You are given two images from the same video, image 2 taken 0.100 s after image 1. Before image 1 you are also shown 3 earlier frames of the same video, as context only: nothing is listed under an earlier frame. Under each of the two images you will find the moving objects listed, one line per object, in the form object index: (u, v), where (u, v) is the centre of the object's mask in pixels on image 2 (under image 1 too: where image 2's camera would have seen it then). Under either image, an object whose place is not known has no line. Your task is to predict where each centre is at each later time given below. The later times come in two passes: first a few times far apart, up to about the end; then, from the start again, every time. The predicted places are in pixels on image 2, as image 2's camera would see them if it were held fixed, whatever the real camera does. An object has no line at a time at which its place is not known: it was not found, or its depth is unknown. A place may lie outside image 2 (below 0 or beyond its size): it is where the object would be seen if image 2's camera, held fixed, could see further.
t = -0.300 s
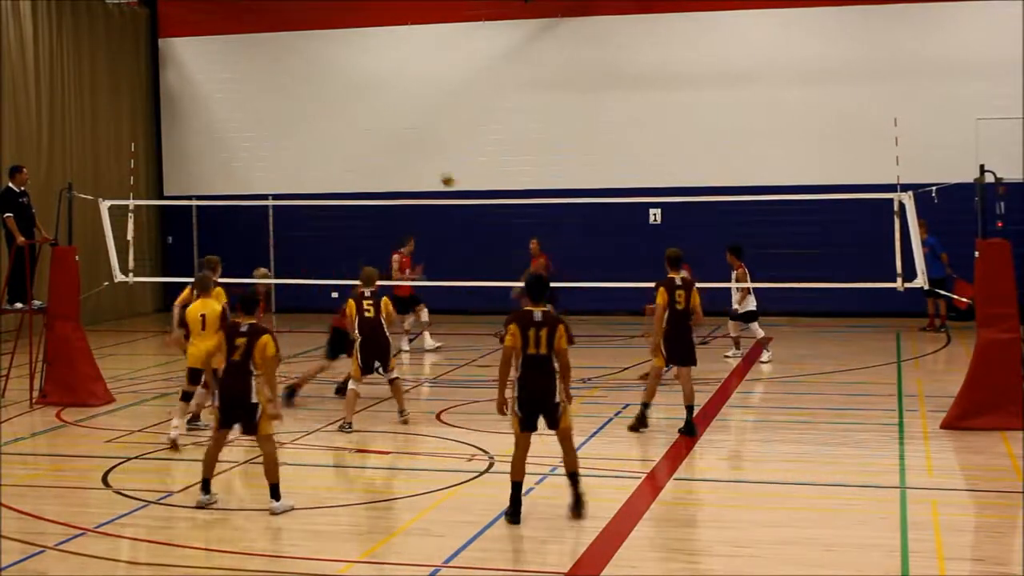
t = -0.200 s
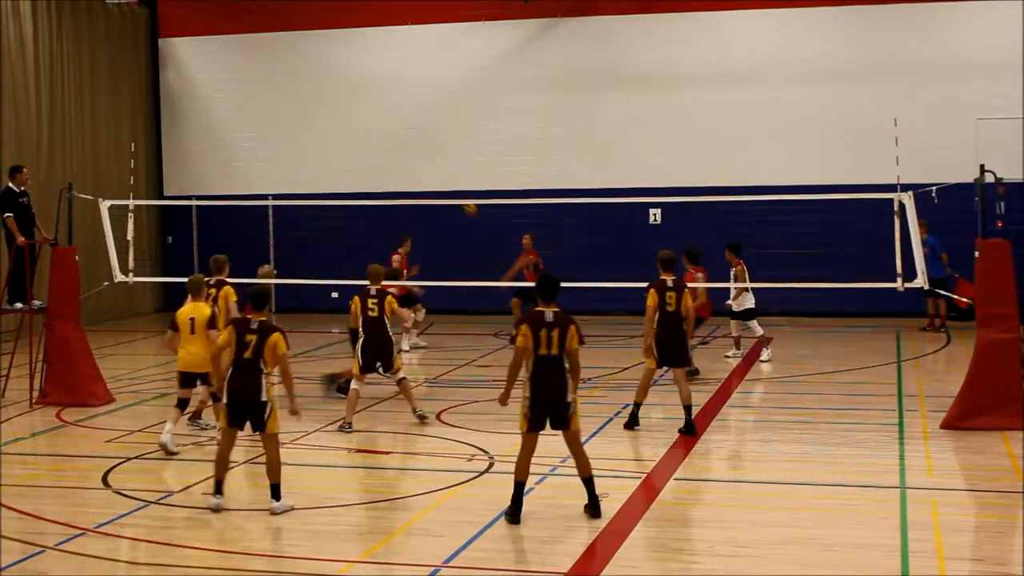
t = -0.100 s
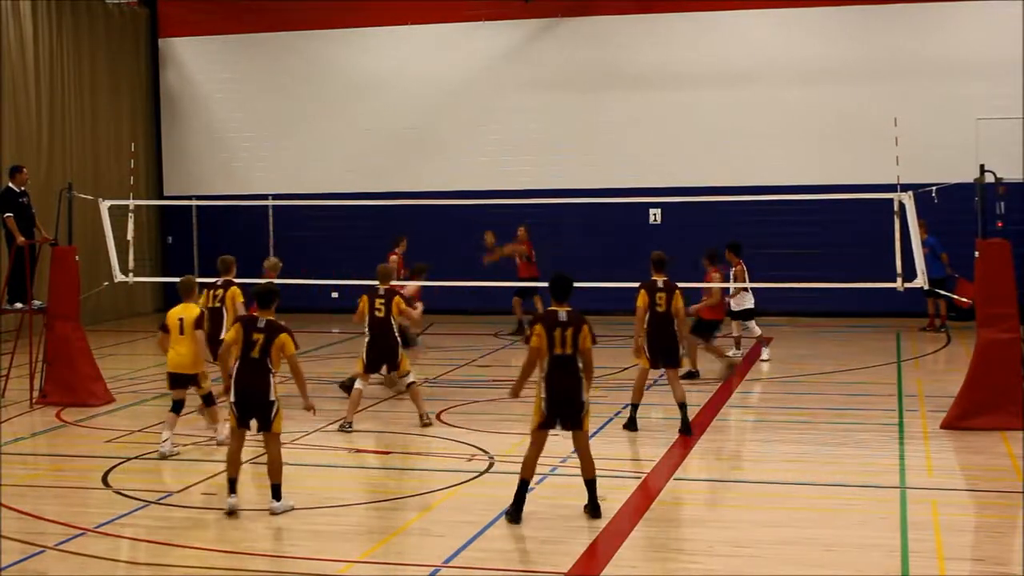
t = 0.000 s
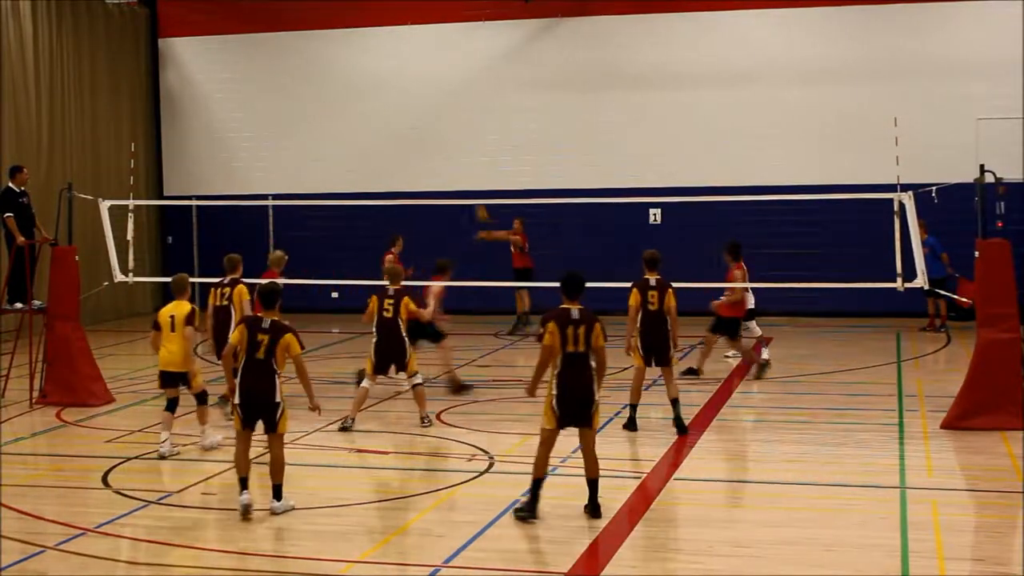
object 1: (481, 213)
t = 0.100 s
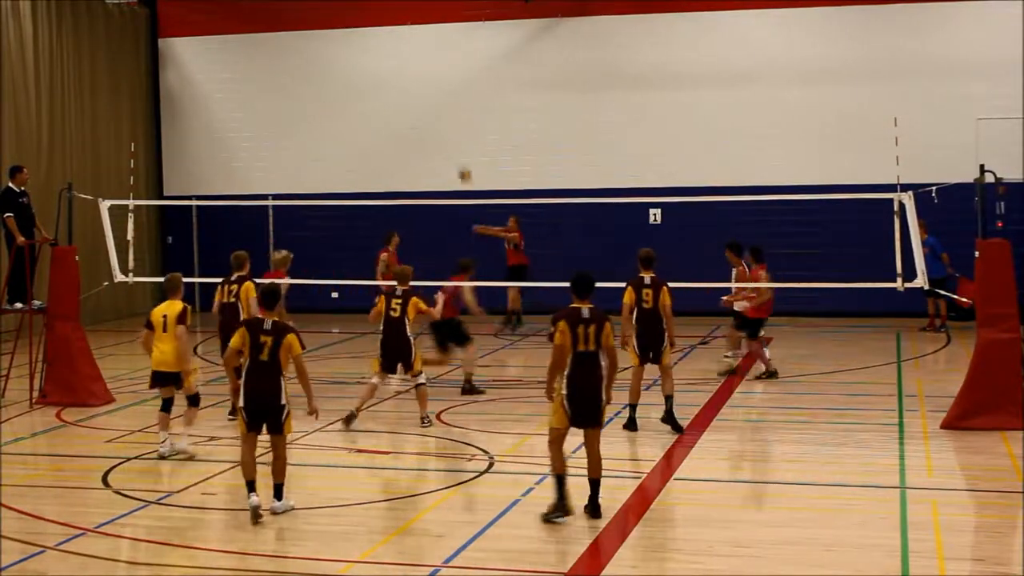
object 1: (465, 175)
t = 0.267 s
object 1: (438, 122)
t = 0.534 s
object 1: (397, 73)
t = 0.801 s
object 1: (354, 68)
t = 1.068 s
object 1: (312, 111)
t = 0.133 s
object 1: (459, 163)
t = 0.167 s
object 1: (454, 153)
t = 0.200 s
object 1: (449, 141)
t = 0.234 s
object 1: (443, 132)
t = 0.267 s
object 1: (438, 122)
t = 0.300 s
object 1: (433, 114)
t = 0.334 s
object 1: (428, 106)
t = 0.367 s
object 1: (423, 98)
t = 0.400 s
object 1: (417, 92)
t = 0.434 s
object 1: (412, 86)
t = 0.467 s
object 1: (407, 81)
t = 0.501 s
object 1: (402, 76)
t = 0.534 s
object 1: (397, 73)
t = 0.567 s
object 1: (391, 70)
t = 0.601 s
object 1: (386, 67)
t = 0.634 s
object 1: (381, 66)
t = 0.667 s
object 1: (375, 65)
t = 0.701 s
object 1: (369, 64)
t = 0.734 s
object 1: (364, 64)
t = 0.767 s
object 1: (359, 66)
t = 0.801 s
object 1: (354, 68)
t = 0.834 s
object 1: (349, 71)
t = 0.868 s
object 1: (343, 73)
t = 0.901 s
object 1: (338, 78)
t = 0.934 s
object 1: (333, 83)
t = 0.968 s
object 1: (327, 89)
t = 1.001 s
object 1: (322, 95)
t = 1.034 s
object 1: (317, 103)
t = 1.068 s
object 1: (312, 111)
